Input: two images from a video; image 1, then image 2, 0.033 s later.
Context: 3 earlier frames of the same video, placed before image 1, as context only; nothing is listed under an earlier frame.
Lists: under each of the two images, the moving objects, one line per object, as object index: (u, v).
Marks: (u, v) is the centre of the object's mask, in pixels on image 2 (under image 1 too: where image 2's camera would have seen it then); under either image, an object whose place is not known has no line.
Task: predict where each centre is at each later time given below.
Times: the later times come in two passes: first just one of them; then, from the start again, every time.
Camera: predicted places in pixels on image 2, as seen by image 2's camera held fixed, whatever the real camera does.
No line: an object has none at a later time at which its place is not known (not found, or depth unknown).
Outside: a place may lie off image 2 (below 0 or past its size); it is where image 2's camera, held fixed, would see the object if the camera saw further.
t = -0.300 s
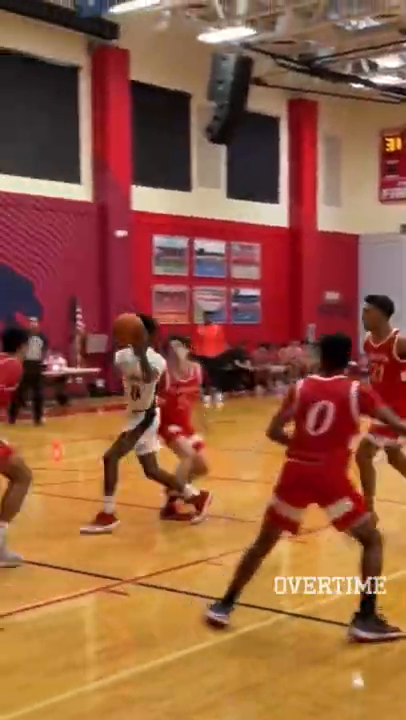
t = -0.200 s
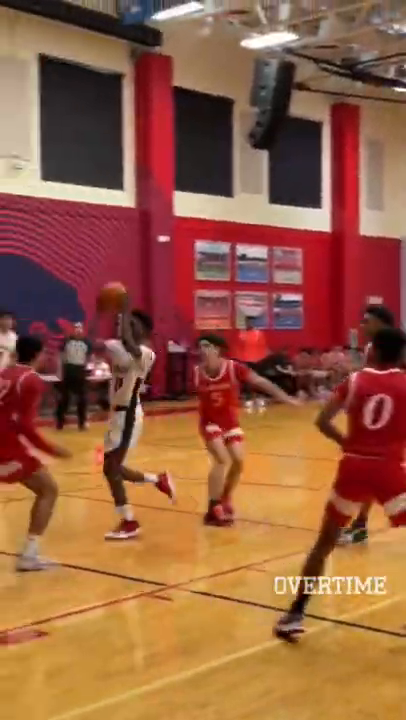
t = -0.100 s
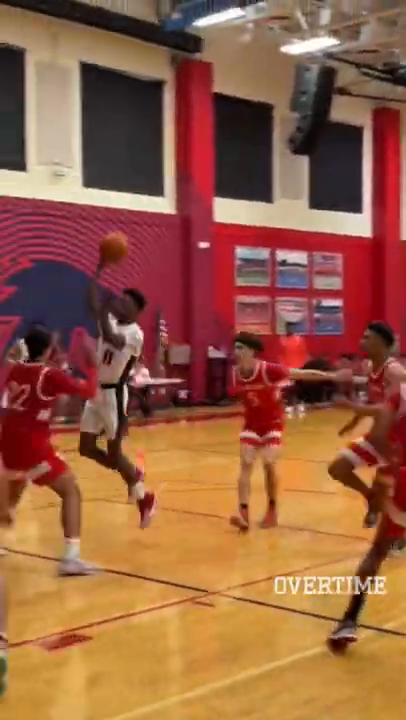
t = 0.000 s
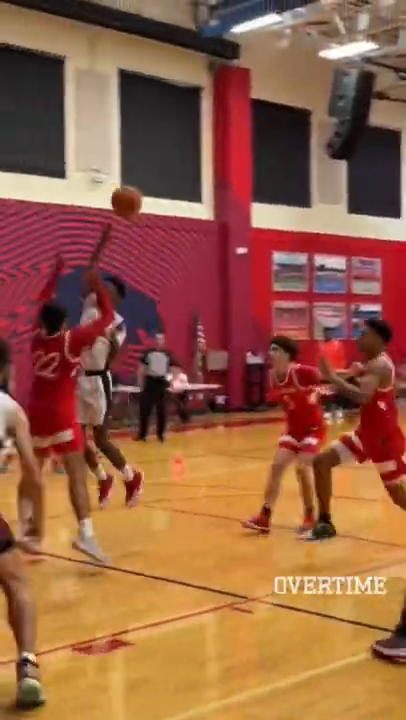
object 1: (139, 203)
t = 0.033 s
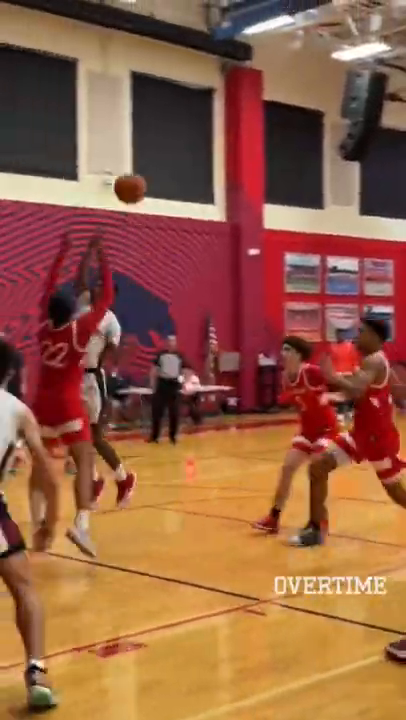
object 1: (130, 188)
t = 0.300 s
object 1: (52, 116)
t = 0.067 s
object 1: (121, 175)
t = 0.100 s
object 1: (111, 162)
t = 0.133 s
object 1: (101, 151)
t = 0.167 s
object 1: (92, 141)
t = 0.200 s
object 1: (82, 133)
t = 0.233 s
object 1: (72, 125)
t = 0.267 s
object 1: (62, 120)
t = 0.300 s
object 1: (52, 116)
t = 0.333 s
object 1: (41, 113)
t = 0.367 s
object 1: (30, 111)
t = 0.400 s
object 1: (19, 111)
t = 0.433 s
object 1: (7, 112)
